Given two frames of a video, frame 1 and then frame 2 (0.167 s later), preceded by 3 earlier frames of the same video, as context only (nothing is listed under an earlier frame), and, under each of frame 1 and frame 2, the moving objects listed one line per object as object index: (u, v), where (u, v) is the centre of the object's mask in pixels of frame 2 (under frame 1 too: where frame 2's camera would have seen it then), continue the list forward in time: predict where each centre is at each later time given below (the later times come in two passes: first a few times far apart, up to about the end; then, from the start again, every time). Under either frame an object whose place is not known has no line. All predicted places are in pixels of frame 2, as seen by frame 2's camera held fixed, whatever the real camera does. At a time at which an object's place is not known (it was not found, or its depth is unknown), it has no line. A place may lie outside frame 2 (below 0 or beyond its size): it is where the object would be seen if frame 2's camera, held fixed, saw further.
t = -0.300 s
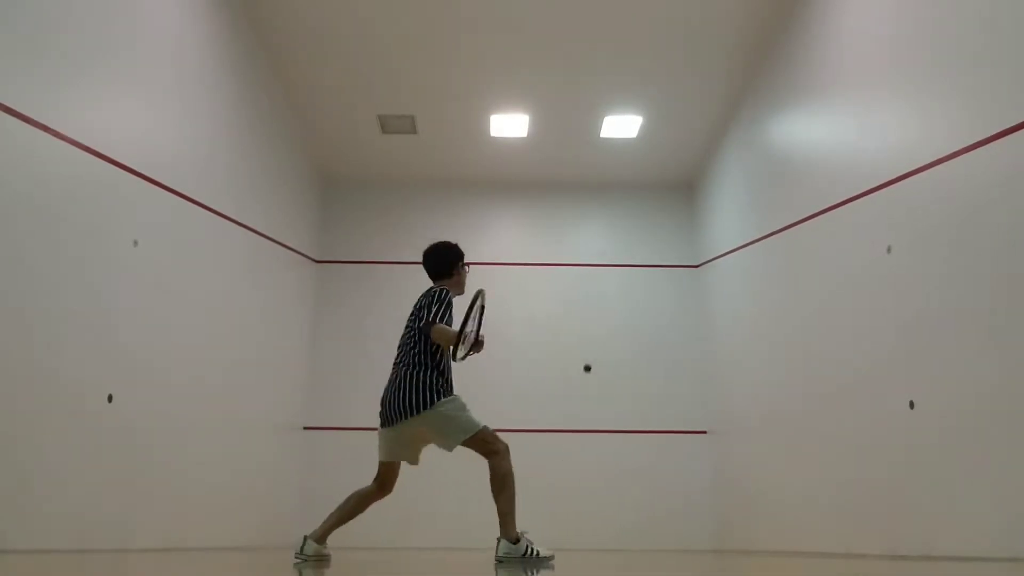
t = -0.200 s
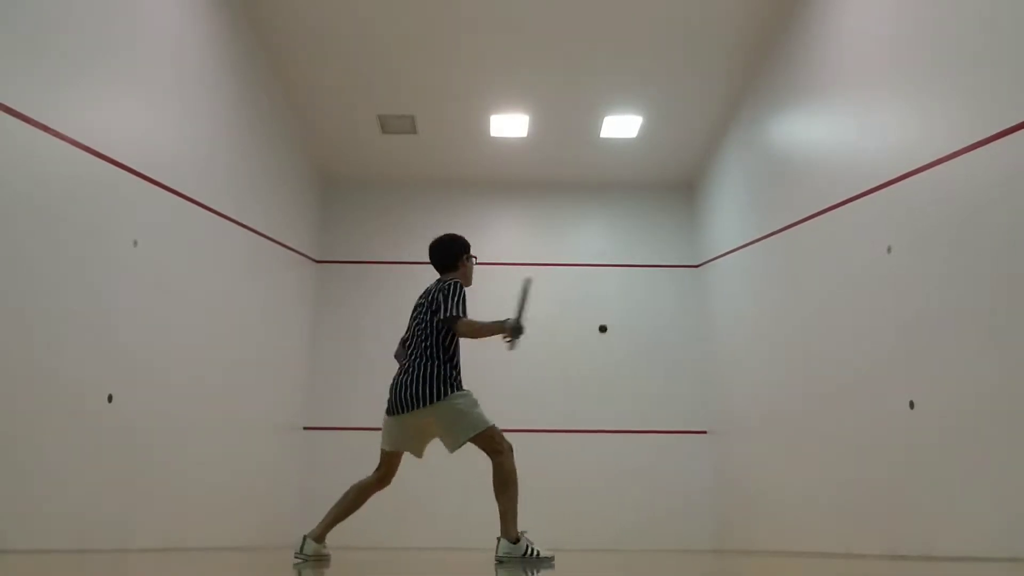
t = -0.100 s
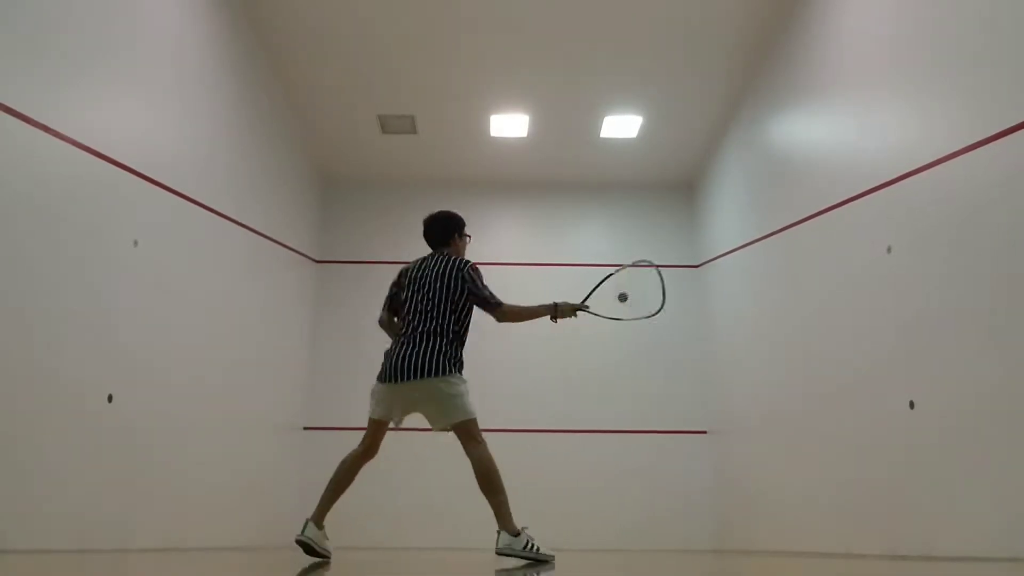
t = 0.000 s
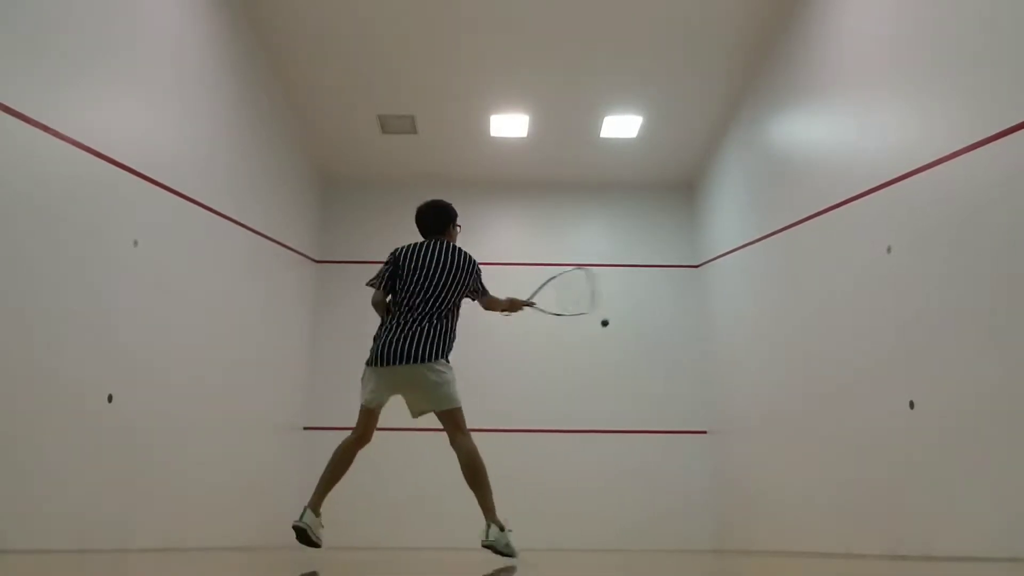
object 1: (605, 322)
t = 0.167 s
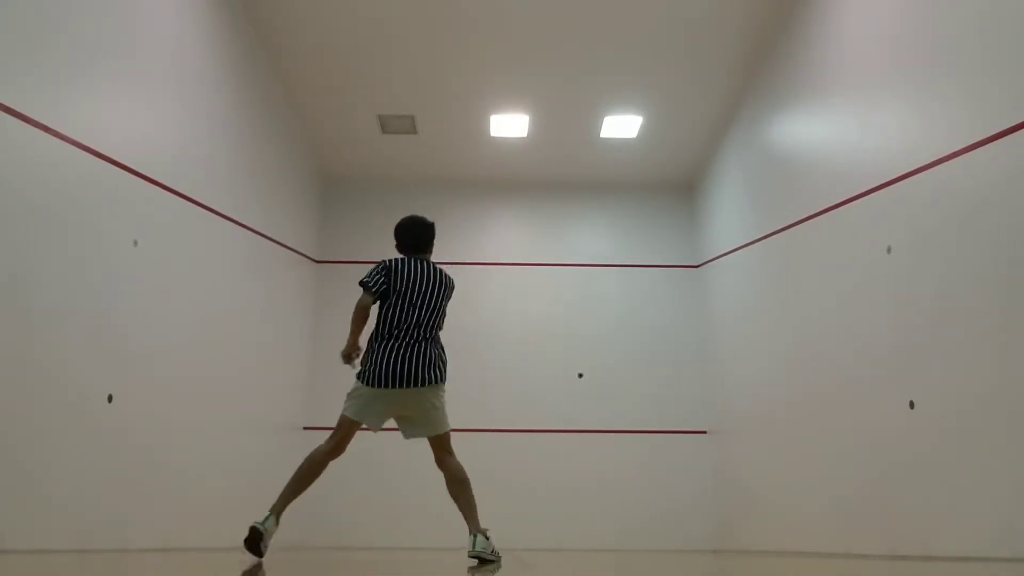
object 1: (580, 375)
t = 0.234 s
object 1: (575, 392)
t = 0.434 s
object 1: (571, 434)
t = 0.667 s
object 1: (603, 455)
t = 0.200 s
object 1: (578, 384)
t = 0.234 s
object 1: (575, 392)
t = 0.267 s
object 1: (574, 401)
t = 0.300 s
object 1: (572, 409)
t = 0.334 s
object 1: (571, 417)
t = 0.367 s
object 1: (570, 425)
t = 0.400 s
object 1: (569, 434)
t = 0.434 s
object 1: (571, 434)
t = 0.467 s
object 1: (575, 434)
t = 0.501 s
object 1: (579, 435)
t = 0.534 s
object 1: (583, 437)
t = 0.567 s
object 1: (587, 440)
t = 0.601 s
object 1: (593, 444)
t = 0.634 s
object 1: (598, 449)
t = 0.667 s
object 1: (603, 455)
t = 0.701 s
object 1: (610, 463)
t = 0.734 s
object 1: (616, 473)
